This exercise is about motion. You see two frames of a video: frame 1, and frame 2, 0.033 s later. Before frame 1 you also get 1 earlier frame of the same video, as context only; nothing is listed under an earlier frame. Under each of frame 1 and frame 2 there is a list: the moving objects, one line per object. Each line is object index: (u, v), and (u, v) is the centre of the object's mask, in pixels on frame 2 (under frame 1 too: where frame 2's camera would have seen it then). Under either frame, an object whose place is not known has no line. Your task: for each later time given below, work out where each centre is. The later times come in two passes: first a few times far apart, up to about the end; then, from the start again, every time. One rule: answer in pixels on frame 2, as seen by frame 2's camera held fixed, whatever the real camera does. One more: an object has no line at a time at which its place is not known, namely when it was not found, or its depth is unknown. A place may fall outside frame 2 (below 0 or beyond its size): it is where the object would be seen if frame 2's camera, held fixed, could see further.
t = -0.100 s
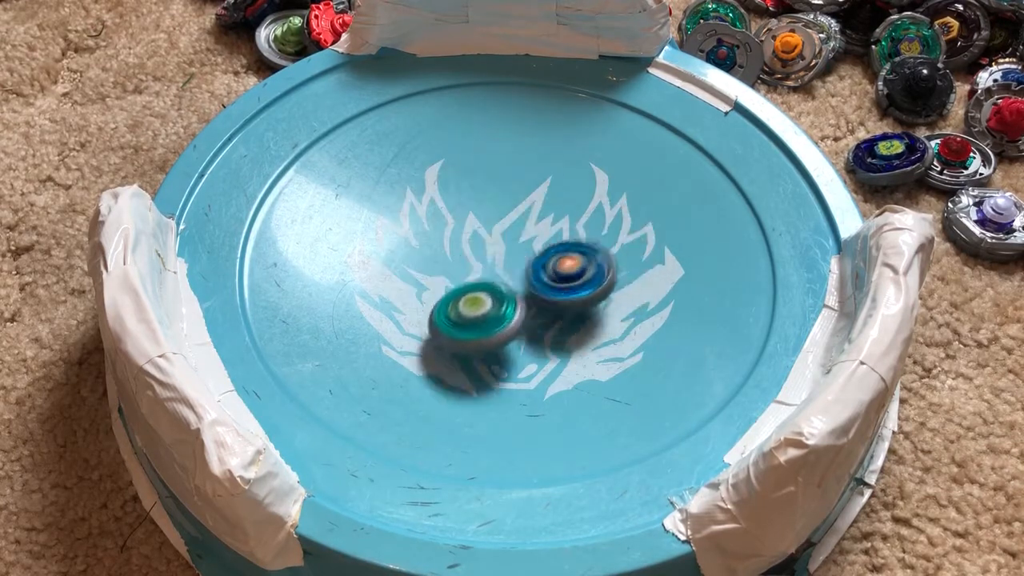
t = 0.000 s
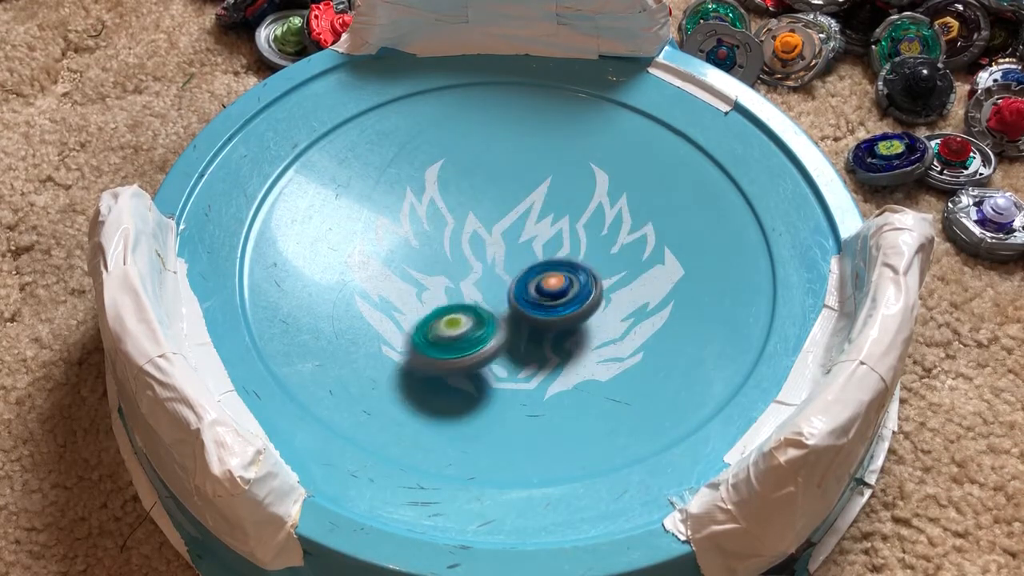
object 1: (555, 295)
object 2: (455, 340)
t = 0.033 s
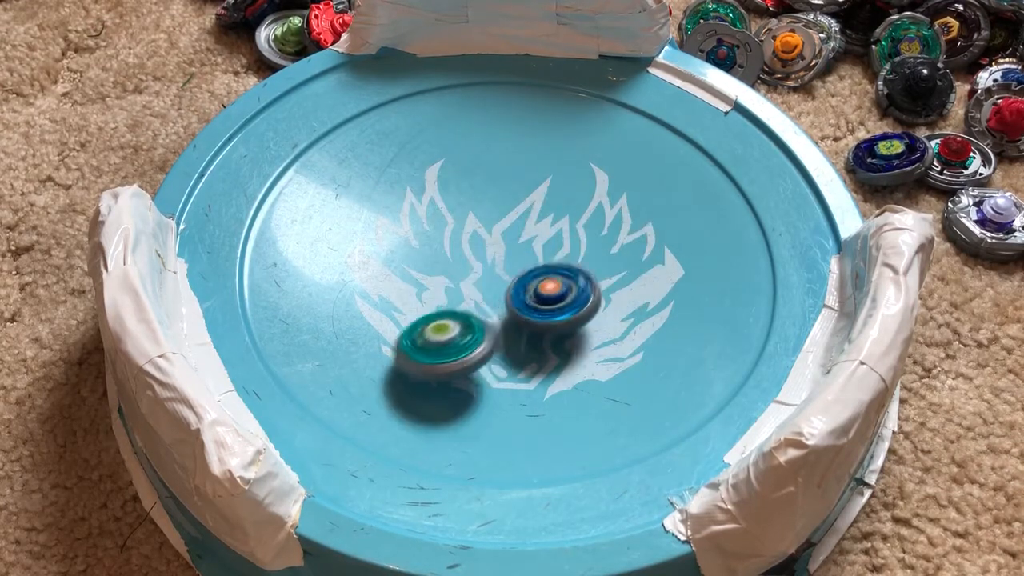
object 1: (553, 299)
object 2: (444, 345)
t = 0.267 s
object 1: (516, 336)
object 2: (413, 366)
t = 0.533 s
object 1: (502, 316)
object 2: (401, 344)
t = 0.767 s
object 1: (506, 253)
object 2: (409, 301)
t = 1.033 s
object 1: (508, 188)
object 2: (444, 257)
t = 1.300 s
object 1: (513, 156)
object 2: (506, 243)
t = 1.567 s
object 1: (536, 204)
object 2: (576, 271)
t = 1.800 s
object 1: (543, 257)
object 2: (620, 304)
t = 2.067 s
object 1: (509, 309)
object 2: (617, 330)
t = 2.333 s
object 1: (457, 322)
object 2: (560, 324)
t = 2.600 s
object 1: (407, 288)
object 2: (512, 287)
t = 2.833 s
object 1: (429, 251)
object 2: (517, 249)
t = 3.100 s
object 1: (521, 204)
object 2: (611, 249)
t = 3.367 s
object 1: (532, 191)
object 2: (667, 252)
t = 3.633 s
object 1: (546, 233)
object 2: (654, 278)
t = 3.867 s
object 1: (580, 230)
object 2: (584, 296)
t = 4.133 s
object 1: (580, 230)
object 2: (491, 286)
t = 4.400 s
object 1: (545, 243)
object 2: (432, 240)
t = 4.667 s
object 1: (538, 227)
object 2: (435, 196)
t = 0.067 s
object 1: (547, 305)
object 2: (437, 351)
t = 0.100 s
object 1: (542, 310)
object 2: (432, 355)
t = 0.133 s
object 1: (536, 317)
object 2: (428, 359)
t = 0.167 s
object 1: (530, 323)
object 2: (423, 362)
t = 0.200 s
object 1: (525, 328)
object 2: (420, 364)
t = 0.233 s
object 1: (520, 334)
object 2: (416, 365)
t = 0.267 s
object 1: (516, 336)
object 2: (413, 366)
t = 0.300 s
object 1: (512, 339)
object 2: (410, 366)
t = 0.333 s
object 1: (509, 341)
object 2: (408, 365)
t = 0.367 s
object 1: (507, 341)
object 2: (406, 363)
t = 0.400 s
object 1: (506, 341)
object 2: (405, 361)
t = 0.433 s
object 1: (506, 338)
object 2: (404, 358)
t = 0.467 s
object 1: (505, 331)
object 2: (404, 353)
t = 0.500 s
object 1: (501, 325)
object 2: (405, 348)
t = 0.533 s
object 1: (502, 316)
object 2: (401, 344)
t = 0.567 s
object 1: (509, 305)
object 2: (395, 339)
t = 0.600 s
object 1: (511, 295)
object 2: (394, 333)
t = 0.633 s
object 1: (511, 285)
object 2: (395, 327)
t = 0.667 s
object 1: (511, 277)
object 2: (397, 321)
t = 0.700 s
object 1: (510, 270)
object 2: (401, 316)
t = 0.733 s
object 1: (509, 261)
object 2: (404, 308)
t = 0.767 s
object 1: (506, 253)
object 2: (409, 301)
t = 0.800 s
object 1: (504, 245)
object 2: (414, 293)
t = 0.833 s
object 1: (501, 237)
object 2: (419, 285)
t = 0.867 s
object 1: (497, 230)
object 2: (425, 278)
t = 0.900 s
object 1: (498, 220)
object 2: (428, 273)
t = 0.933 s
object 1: (504, 209)
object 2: (426, 272)
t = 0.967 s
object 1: (507, 201)
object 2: (429, 269)
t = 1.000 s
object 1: (507, 195)
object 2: (436, 262)
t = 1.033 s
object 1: (508, 188)
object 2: (444, 257)
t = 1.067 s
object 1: (509, 182)
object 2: (452, 251)
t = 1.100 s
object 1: (509, 177)
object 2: (462, 244)
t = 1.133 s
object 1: (509, 173)
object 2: (470, 240)
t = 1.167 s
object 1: (511, 169)
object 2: (477, 238)
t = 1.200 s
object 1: (512, 165)
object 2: (484, 237)
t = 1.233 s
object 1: (513, 162)
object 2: (493, 234)
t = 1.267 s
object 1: (513, 158)
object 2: (499, 239)
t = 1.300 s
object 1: (513, 156)
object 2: (506, 243)
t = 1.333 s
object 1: (512, 158)
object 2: (515, 244)
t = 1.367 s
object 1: (513, 163)
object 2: (524, 245)
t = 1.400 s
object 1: (515, 169)
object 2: (533, 246)
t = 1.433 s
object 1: (518, 175)
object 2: (542, 247)
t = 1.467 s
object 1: (522, 181)
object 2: (550, 252)
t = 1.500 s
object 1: (528, 188)
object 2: (559, 261)
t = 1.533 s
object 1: (533, 196)
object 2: (567, 267)
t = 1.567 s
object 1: (536, 204)
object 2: (576, 271)
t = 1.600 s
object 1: (540, 212)
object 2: (583, 275)
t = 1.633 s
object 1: (542, 218)
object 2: (591, 281)
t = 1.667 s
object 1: (544, 226)
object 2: (597, 287)
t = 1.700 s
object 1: (545, 234)
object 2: (603, 290)
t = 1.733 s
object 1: (544, 243)
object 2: (610, 295)
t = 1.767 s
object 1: (544, 250)
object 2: (615, 300)
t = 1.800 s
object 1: (543, 257)
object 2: (620, 304)
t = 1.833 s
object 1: (541, 264)
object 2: (622, 311)
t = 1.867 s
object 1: (539, 272)
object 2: (624, 315)
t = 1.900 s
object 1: (534, 280)
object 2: (625, 318)
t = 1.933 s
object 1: (531, 286)
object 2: (625, 320)
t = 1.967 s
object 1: (526, 292)
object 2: (625, 322)
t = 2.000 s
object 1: (521, 298)
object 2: (623, 325)
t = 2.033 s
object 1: (516, 304)
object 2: (620, 328)
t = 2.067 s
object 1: (509, 309)
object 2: (617, 330)
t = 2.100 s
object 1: (503, 313)
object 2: (613, 331)
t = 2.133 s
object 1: (496, 317)
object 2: (608, 332)
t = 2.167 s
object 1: (490, 320)
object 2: (602, 332)
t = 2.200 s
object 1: (482, 321)
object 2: (595, 332)
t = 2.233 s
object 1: (477, 324)
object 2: (587, 329)
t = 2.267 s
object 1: (469, 324)
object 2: (578, 329)
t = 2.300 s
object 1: (463, 324)
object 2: (569, 327)
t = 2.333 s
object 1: (457, 322)
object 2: (560, 324)
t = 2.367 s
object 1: (447, 321)
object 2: (554, 322)
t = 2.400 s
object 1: (441, 319)
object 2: (546, 318)
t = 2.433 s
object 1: (435, 314)
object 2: (537, 313)
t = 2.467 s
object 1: (428, 311)
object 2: (531, 309)
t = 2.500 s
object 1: (423, 307)
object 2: (524, 304)
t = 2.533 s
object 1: (414, 300)
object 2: (521, 299)
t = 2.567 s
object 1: (409, 294)
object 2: (517, 293)
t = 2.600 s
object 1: (407, 288)
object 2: (512, 287)
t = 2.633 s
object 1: (405, 283)
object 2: (508, 280)
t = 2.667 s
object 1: (405, 277)
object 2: (504, 273)
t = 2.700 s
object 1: (407, 270)
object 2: (501, 266)
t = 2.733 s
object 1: (409, 266)
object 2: (504, 260)
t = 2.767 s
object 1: (414, 260)
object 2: (506, 255)
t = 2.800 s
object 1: (420, 255)
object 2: (511, 252)
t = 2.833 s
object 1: (429, 251)
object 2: (517, 249)
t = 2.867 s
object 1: (437, 249)
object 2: (526, 247)
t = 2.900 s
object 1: (449, 238)
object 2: (543, 254)
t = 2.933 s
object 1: (462, 236)
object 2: (555, 257)
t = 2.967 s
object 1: (472, 224)
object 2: (566, 257)
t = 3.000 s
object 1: (482, 217)
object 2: (574, 256)
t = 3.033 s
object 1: (495, 215)
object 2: (587, 253)
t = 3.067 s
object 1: (509, 209)
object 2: (598, 251)
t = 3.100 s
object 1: (521, 204)
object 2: (611, 249)
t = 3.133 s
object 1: (530, 197)
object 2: (621, 248)
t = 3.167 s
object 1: (535, 194)
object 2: (630, 247)
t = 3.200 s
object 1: (537, 192)
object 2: (639, 247)
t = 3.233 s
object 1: (538, 190)
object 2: (647, 247)
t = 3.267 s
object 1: (539, 191)
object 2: (653, 247)
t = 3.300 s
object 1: (537, 190)
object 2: (659, 249)
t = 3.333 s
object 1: (536, 191)
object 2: (664, 250)
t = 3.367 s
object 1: (532, 191)
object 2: (667, 252)
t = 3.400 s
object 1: (531, 195)
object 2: (670, 255)
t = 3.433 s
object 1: (531, 196)
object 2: (671, 257)
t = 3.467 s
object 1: (530, 199)
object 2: (672, 260)
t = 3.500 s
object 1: (529, 205)
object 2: (671, 264)
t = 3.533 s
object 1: (530, 211)
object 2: (668, 267)
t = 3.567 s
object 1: (532, 216)
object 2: (665, 270)
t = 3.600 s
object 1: (537, 226)
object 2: (660, 274)
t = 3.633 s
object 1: (546, 233)
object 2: (654, 278)
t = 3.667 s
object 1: (555, 240)
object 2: (646, 281)
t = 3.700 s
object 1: (564, 244)
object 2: (638, 285)
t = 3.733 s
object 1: (570, 239)
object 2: (628, 288)
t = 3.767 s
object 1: (574, 236)
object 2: (617, 290)
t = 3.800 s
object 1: (578, 232)
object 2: (606, 292)
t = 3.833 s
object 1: (579, 230)
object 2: (596, 295)
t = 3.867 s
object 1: (580, 230)
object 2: (584, 296)
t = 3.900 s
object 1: (580, 231)
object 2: (572, 296)
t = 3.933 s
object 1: (581, 231)
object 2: (561, 299)
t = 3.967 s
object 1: (581, 229)
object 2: (549, 299)
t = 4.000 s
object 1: (580, 227)
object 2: (537, 298)
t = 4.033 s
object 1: (580, 227)
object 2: (526, 296)
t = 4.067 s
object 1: (581, 227)
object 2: (514, 294)
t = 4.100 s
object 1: (581, 228)
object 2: (503, 290)
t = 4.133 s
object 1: (580, 230)
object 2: (491, 286)
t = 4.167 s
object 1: (580, 232)
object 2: (481, 282)
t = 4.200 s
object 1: (580, 236)
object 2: (472, 276)
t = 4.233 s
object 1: (576, 239)
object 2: (463, 271)
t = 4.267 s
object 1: (572, 243)
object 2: (455, 265)
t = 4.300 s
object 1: (566, 245)
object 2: (448, 259)
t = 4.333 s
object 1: (559, 246)
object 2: (441, 253)
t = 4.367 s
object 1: (552, 245)
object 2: (435, 247)
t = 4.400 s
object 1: (545, 243)
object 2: (432, 240)
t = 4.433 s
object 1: (540, 239)
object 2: (428, 234)
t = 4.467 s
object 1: (536, 235)
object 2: (427, 228)
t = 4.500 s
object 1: (537, 230)
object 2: (425, 221)
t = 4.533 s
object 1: (537, 229)
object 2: (425, 215)
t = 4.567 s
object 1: (538, 227)
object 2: (427, 209)
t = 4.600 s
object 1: (538, 226)
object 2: (428, 204)
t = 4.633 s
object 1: (538, 226)
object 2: (431, 200)
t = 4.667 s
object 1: (538, 227)
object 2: (435, 196)
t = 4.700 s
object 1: (537, 228)
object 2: (440, 192)
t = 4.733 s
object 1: (537, 230)
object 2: (445, 189)
